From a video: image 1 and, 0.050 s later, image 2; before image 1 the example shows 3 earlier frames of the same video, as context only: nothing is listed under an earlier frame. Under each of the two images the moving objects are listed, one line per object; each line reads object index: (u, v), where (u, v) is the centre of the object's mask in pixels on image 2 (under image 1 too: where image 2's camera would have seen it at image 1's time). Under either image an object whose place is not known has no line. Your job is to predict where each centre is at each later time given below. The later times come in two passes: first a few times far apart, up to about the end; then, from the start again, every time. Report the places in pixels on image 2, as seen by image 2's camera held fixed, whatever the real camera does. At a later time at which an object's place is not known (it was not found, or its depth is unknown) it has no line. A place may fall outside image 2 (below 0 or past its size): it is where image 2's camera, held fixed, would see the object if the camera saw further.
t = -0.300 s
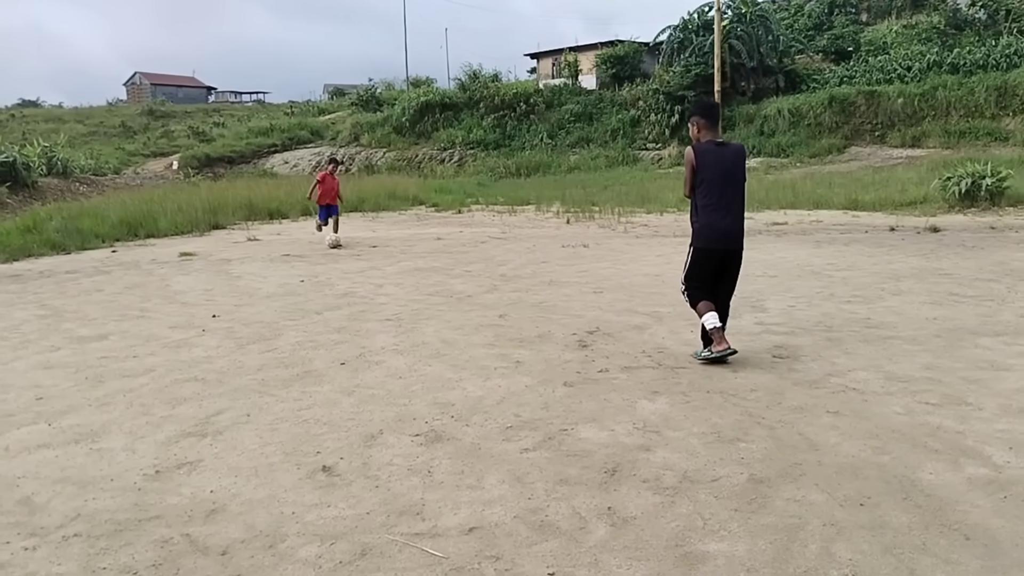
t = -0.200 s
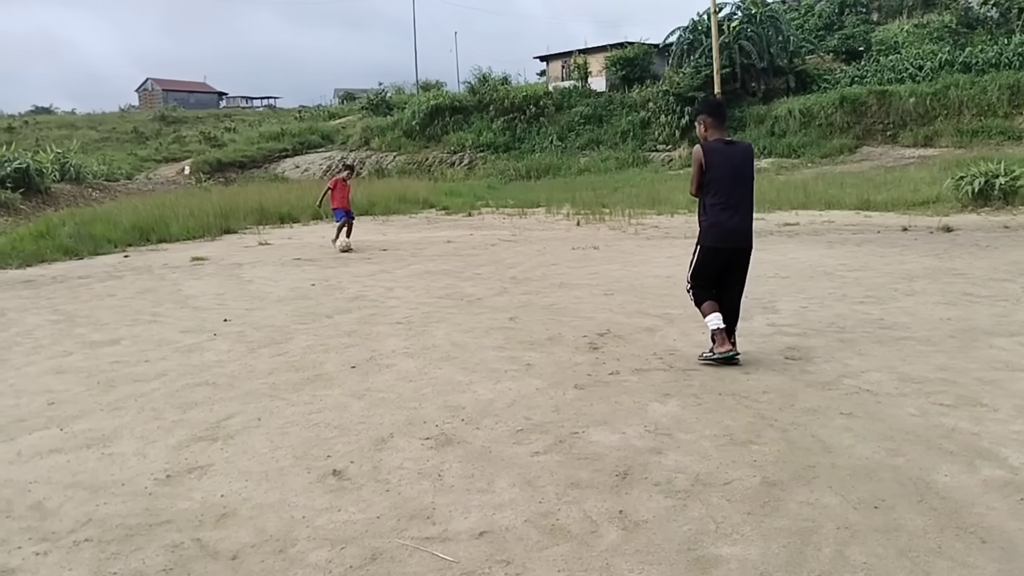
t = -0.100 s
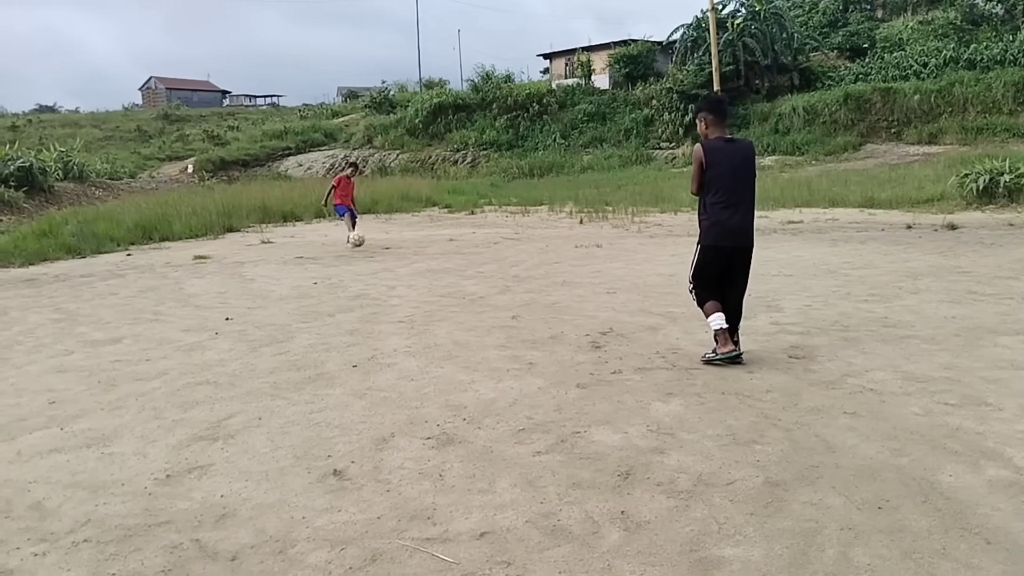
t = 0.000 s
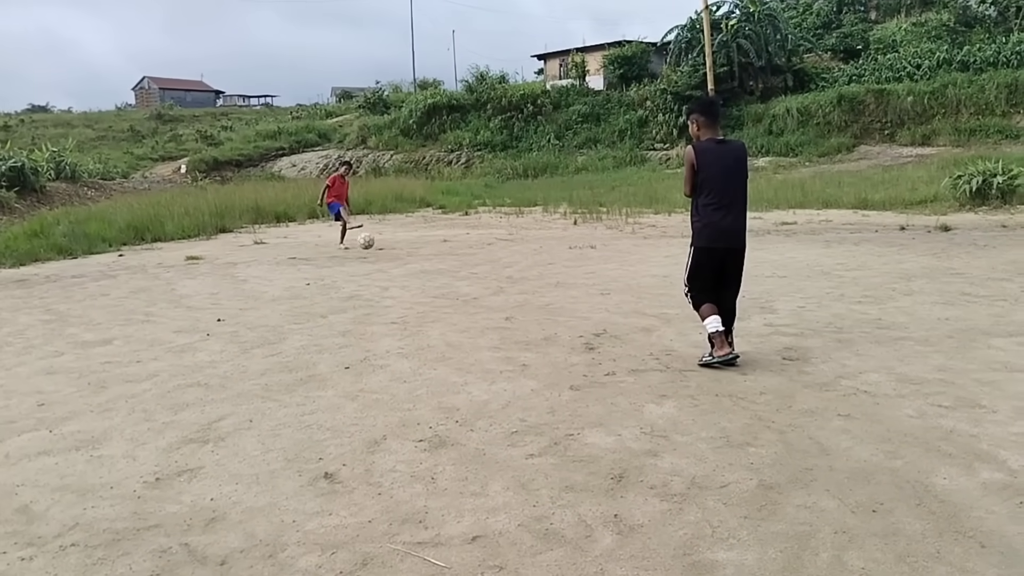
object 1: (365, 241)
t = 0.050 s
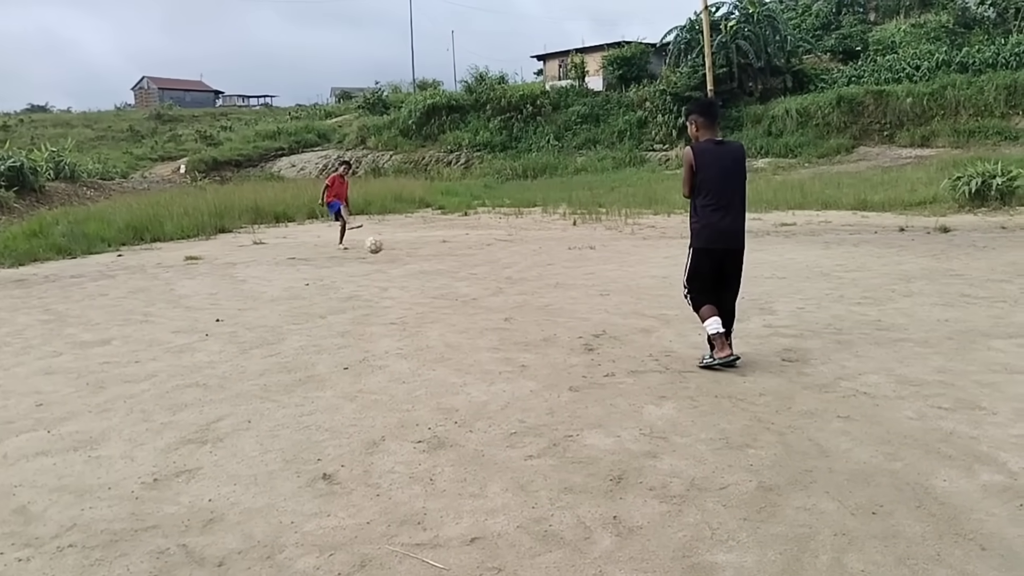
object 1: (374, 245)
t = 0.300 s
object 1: (416, 261)
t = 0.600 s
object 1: (459, 280)
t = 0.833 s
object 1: (495, 300)
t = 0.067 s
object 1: (377, 247)
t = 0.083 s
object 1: (380, 249)
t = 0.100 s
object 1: (383, 251)
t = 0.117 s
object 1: (386, 254)
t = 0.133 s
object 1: (390, 256)
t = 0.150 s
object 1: (393, 260)
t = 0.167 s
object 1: (397, 262)
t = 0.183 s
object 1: (399, 262)
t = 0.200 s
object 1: (401, 261)
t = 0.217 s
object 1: (404, 260)
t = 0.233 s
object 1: (406, 260)
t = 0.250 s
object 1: (408, 260)
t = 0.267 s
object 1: (410, 260)
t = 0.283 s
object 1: (413, 261)
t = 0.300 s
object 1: (416, 261)
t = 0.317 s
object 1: (418, 262)
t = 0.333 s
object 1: (420, 264)
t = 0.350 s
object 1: (423, 265)
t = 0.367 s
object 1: (425, 267)
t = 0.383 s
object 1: (429, 269)
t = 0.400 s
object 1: (431, 271)
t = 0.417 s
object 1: (434, 274)
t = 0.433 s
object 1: (437, 276)
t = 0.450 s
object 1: (440, 277)
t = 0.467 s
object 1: (441, 277)
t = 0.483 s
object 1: (443, 276)
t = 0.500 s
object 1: (445, 276)
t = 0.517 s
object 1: (448, 276)
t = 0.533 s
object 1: (450, 276)
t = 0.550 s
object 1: (452, 277)
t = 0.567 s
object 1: (454, 277)
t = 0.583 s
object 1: (456, 279)
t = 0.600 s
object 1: (459, 280)
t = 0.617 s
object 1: (461, 282)
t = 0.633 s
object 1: (463, 285)
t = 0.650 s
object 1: (466, 288)
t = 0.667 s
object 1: (468, 290)
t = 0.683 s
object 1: (471, 290)
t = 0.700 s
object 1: (473, 289)
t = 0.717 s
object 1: (476, 290)
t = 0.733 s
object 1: (478, 290)
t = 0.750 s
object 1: (481, 292)
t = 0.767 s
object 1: (484, 293)
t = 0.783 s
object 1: (487, 295)
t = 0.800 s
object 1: (489, 298)
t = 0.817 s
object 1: (492, 300)
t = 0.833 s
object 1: (495, 300)
